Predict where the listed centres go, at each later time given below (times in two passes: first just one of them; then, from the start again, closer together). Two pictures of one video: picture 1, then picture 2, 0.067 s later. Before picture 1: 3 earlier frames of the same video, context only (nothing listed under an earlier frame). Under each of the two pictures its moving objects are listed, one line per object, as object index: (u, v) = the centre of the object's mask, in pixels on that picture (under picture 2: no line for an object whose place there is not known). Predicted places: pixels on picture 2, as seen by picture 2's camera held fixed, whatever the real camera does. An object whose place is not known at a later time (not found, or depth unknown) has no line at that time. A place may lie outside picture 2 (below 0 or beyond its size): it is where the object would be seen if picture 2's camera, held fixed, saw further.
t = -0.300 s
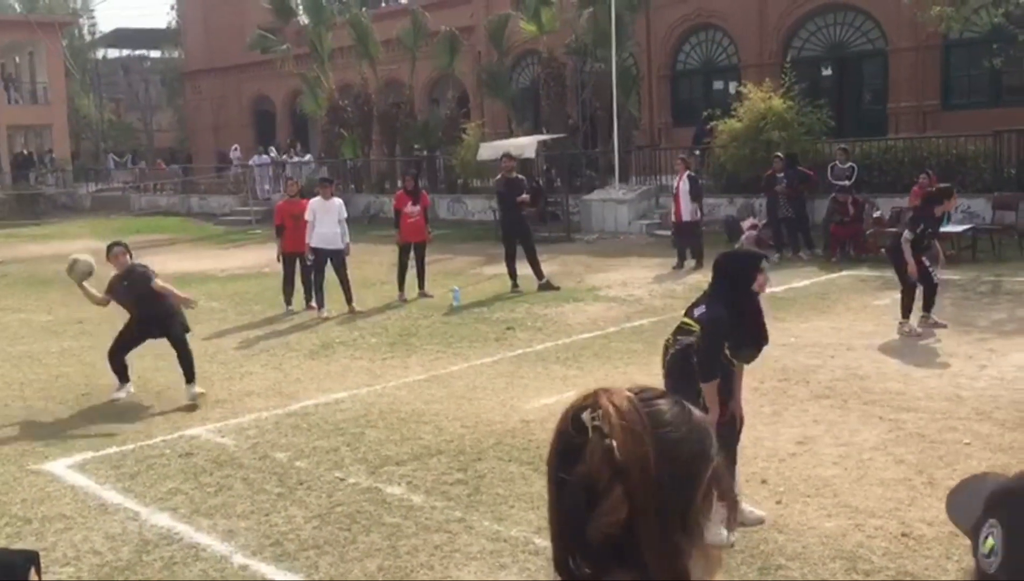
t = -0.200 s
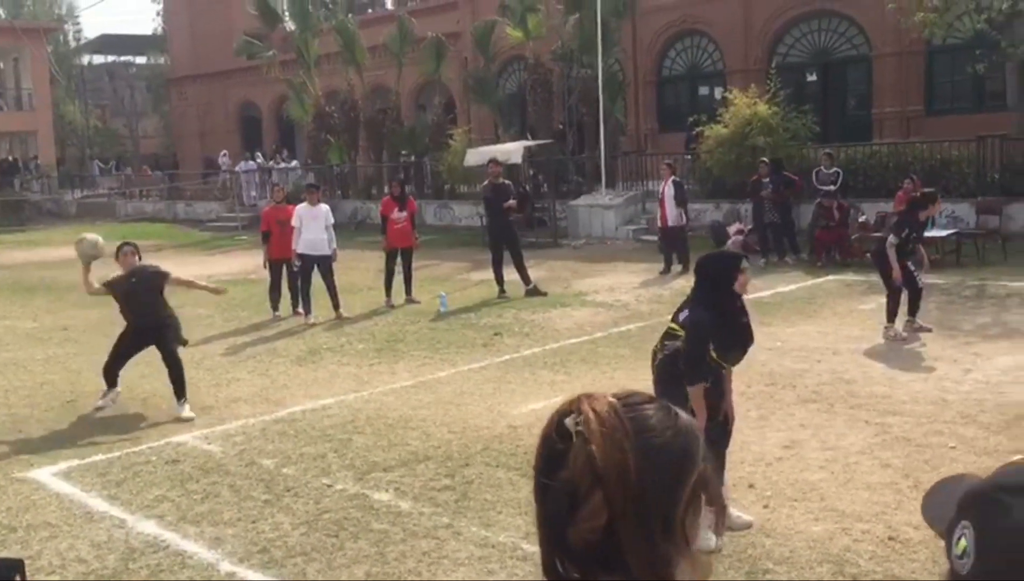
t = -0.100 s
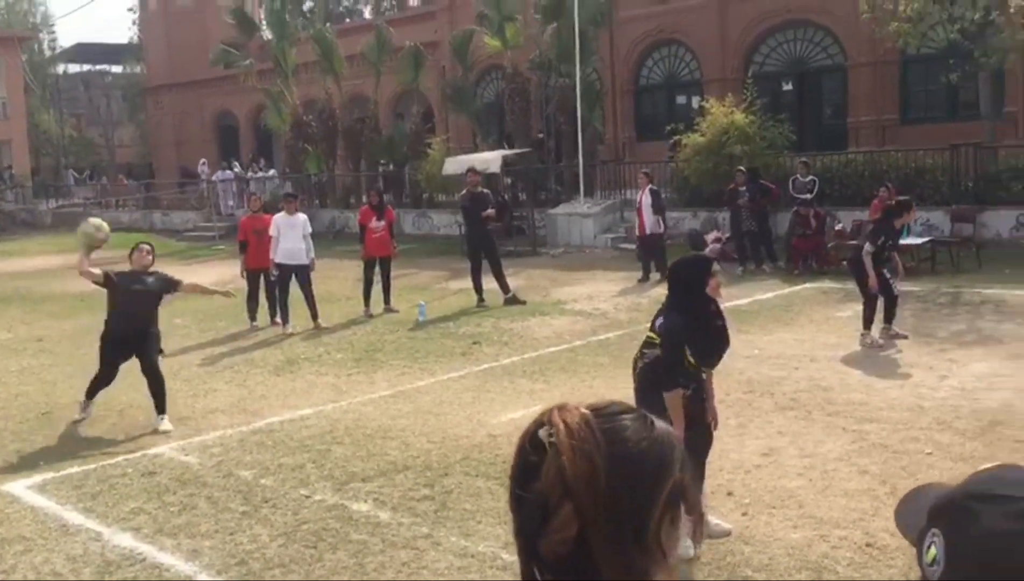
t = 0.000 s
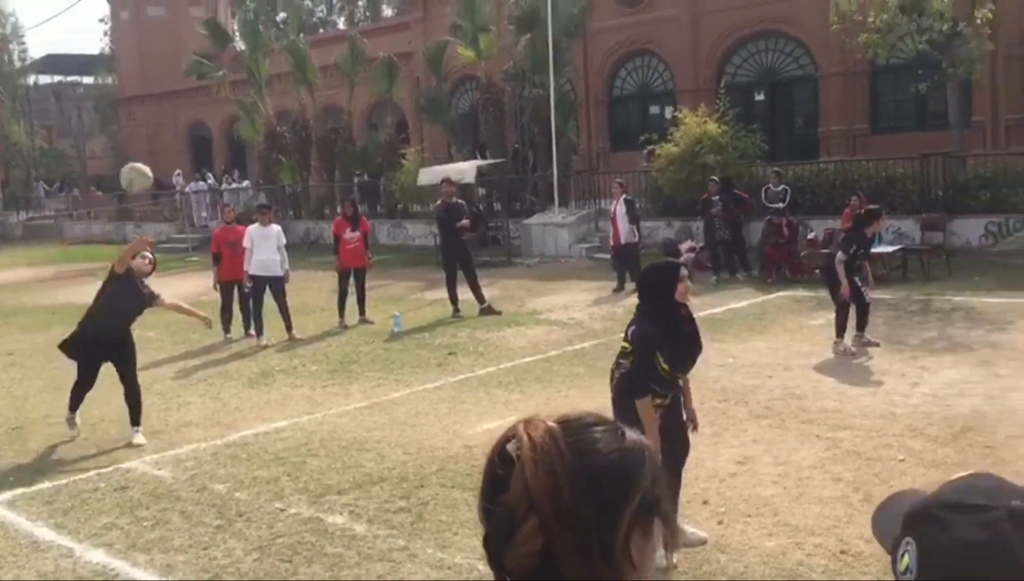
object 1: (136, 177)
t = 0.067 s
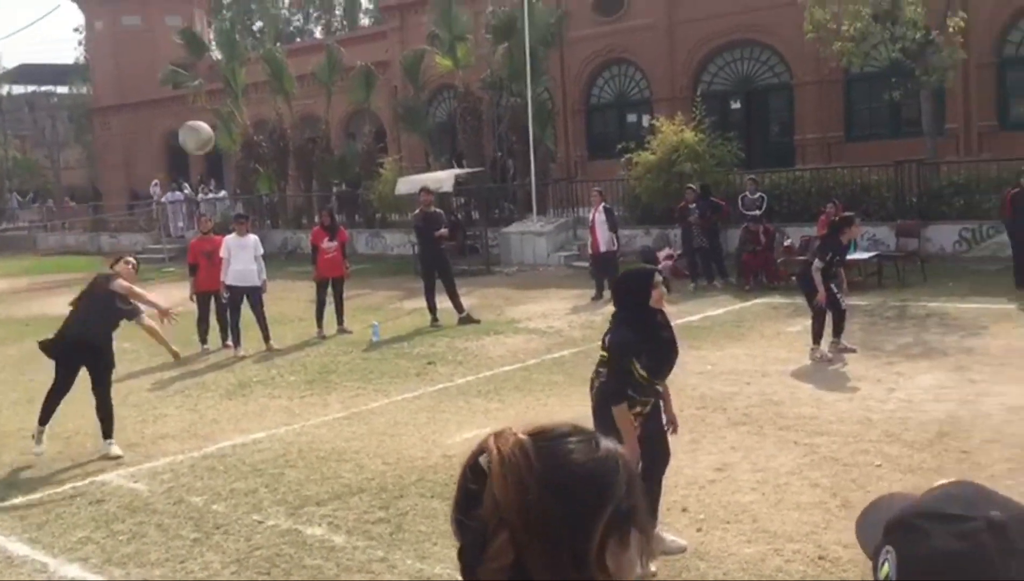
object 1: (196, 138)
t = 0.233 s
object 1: (461, 6)
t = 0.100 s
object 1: (243, 112)
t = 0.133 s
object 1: (292, 85)
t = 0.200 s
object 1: (401, 31)
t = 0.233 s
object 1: (461, 6)
